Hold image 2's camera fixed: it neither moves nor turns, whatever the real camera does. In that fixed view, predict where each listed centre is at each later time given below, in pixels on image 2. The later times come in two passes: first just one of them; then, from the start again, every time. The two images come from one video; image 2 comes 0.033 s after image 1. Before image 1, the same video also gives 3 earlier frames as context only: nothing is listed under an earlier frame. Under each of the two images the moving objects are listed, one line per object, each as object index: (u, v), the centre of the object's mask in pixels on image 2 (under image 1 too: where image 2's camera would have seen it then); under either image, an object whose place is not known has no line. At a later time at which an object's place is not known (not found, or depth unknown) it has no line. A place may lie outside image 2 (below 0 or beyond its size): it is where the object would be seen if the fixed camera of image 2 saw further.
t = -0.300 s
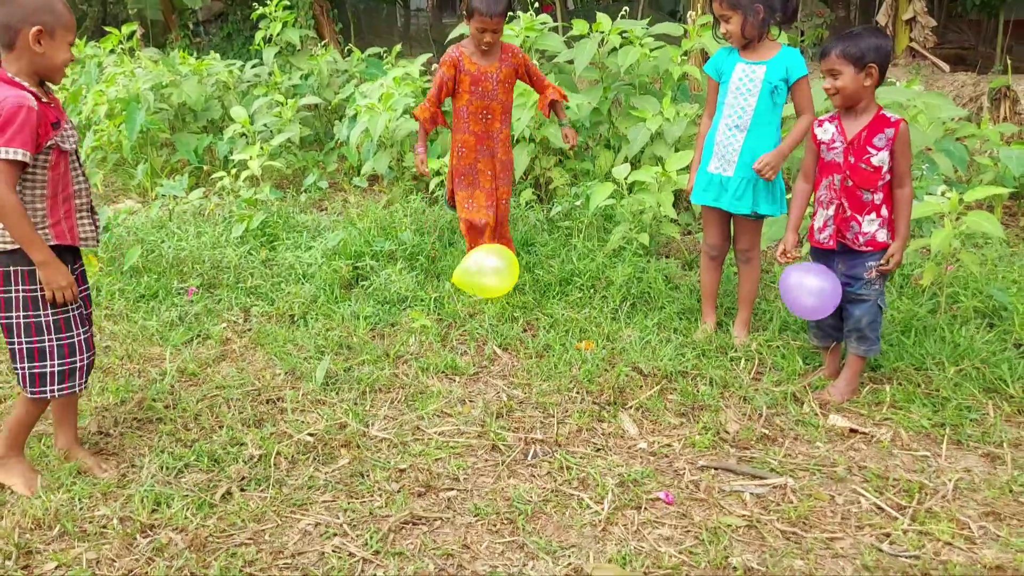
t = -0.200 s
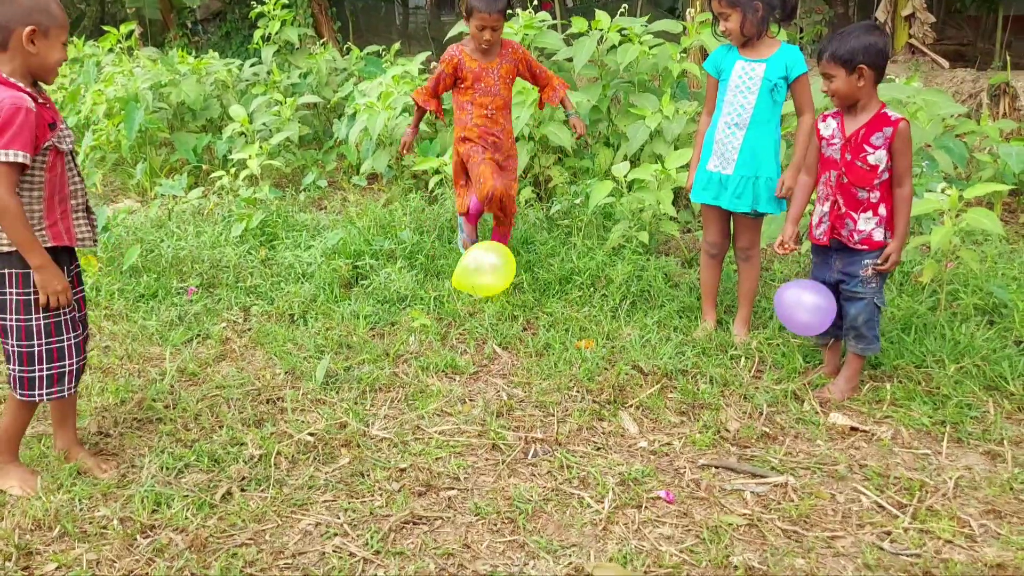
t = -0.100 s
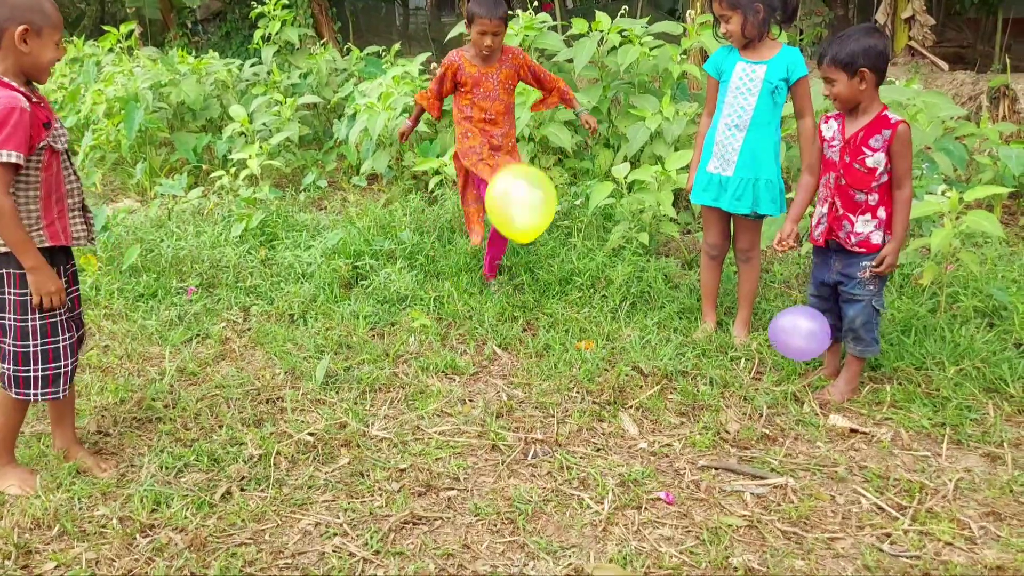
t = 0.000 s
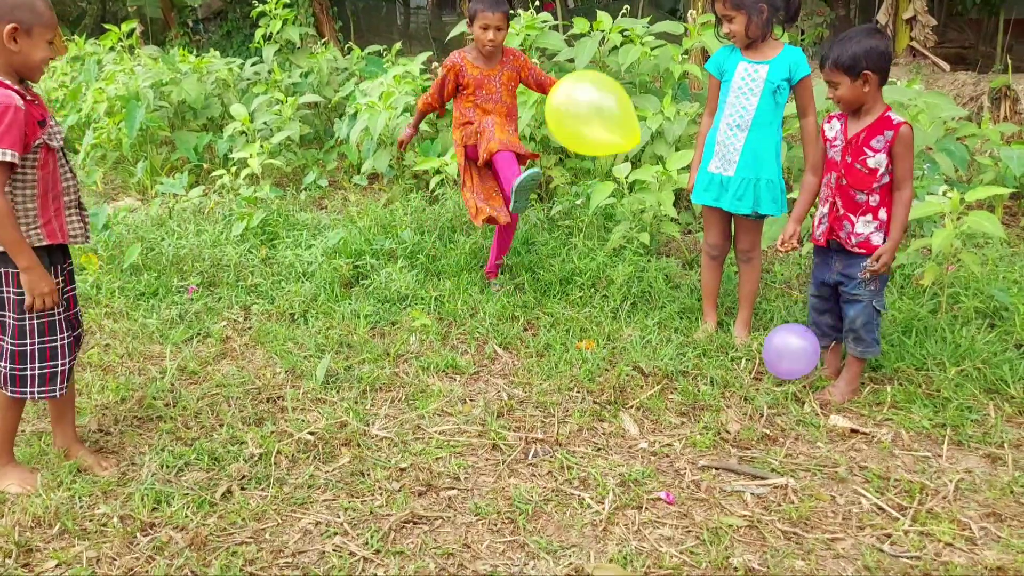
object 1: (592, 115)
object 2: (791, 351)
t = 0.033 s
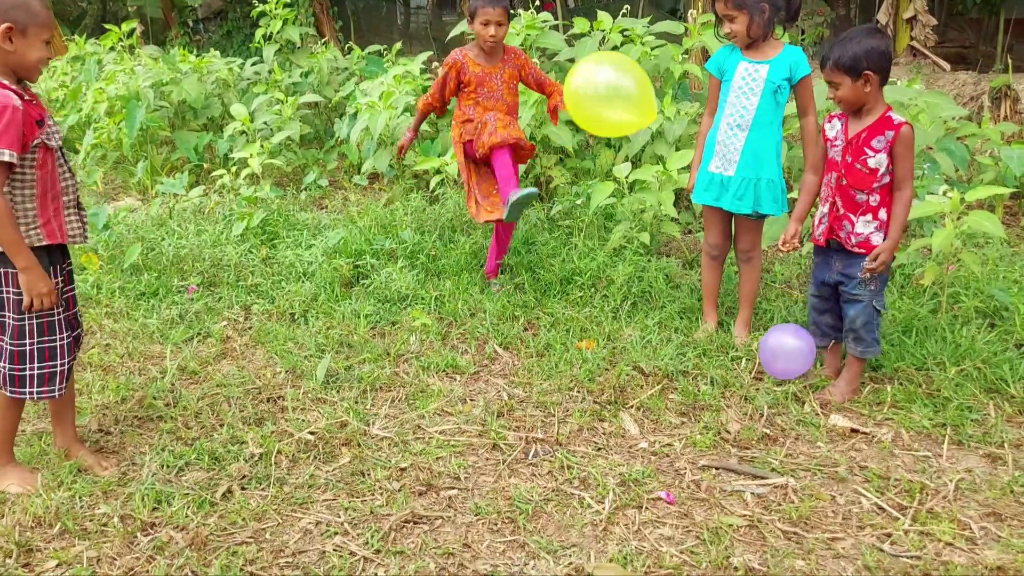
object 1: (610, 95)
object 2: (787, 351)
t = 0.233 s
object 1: (677, 42)
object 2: (762, 339)
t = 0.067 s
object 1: (624, 80)
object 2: (783, 348)
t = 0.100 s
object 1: (637, 69)
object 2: (778, 344)
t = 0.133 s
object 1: (648, 59)
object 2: (774, 342)
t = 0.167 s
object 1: (659, 52)
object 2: (770, 341)
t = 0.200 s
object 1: (668, 46)
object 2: (766, 340)
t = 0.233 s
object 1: (677, 42)
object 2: (762, 339)
